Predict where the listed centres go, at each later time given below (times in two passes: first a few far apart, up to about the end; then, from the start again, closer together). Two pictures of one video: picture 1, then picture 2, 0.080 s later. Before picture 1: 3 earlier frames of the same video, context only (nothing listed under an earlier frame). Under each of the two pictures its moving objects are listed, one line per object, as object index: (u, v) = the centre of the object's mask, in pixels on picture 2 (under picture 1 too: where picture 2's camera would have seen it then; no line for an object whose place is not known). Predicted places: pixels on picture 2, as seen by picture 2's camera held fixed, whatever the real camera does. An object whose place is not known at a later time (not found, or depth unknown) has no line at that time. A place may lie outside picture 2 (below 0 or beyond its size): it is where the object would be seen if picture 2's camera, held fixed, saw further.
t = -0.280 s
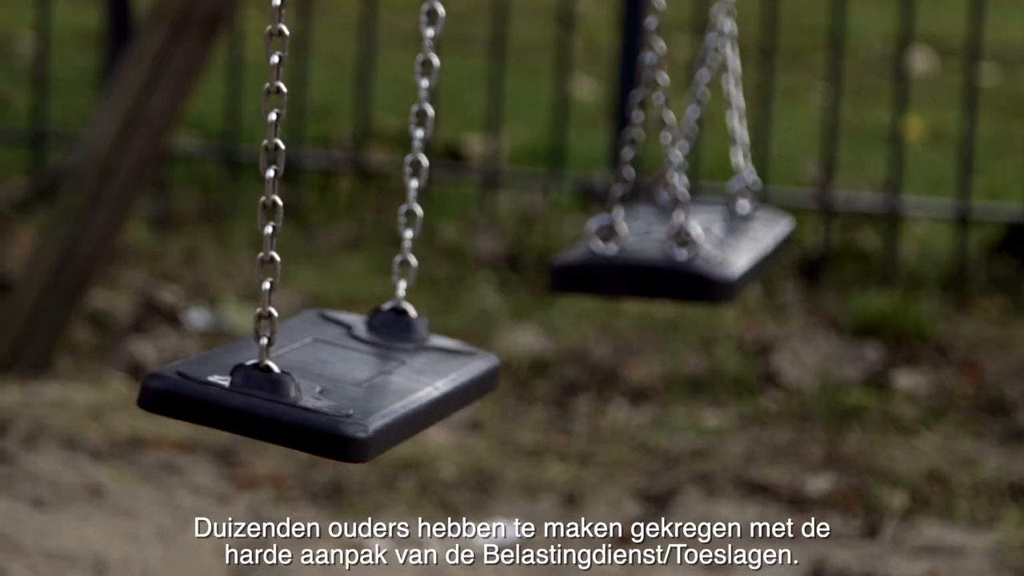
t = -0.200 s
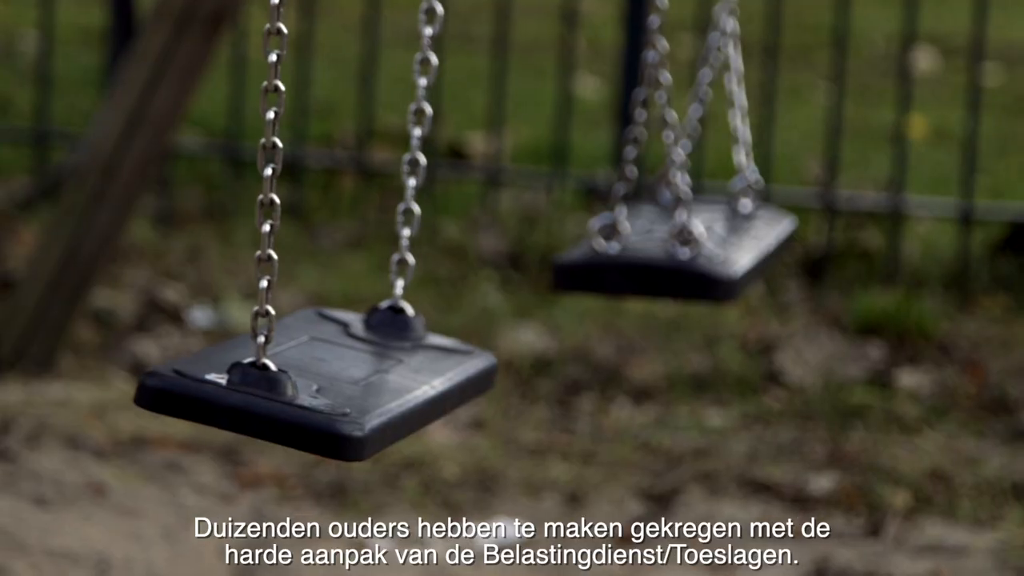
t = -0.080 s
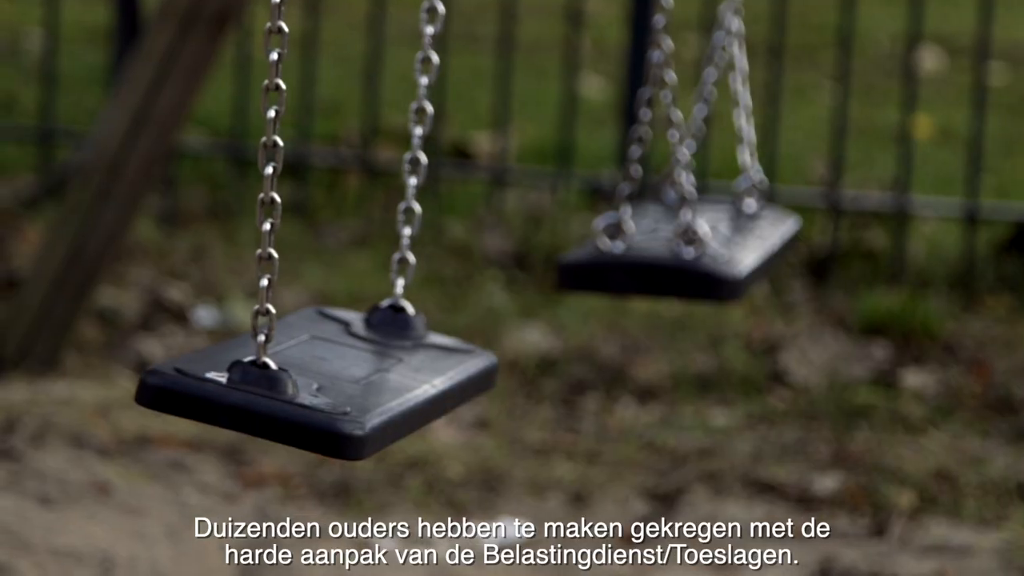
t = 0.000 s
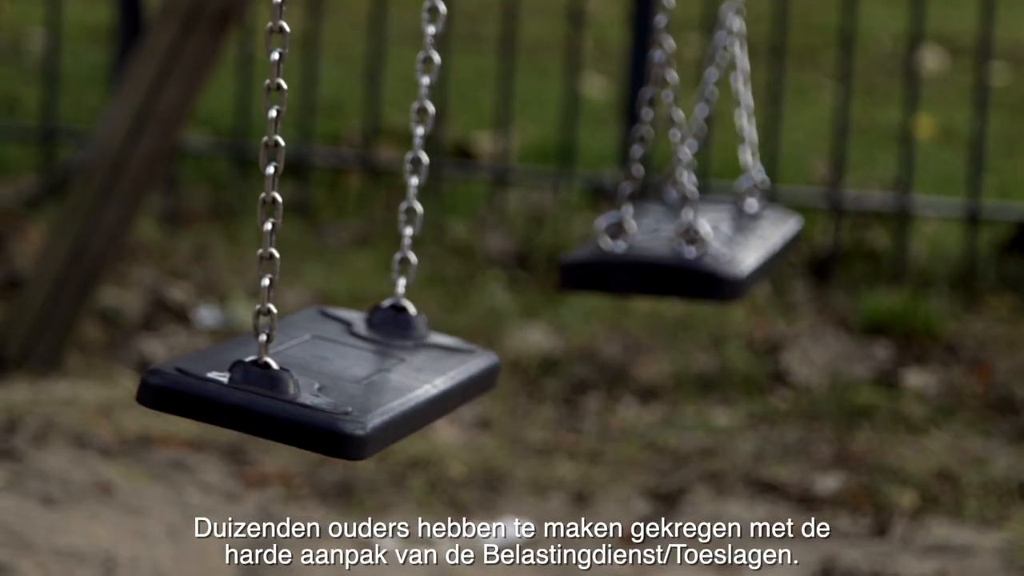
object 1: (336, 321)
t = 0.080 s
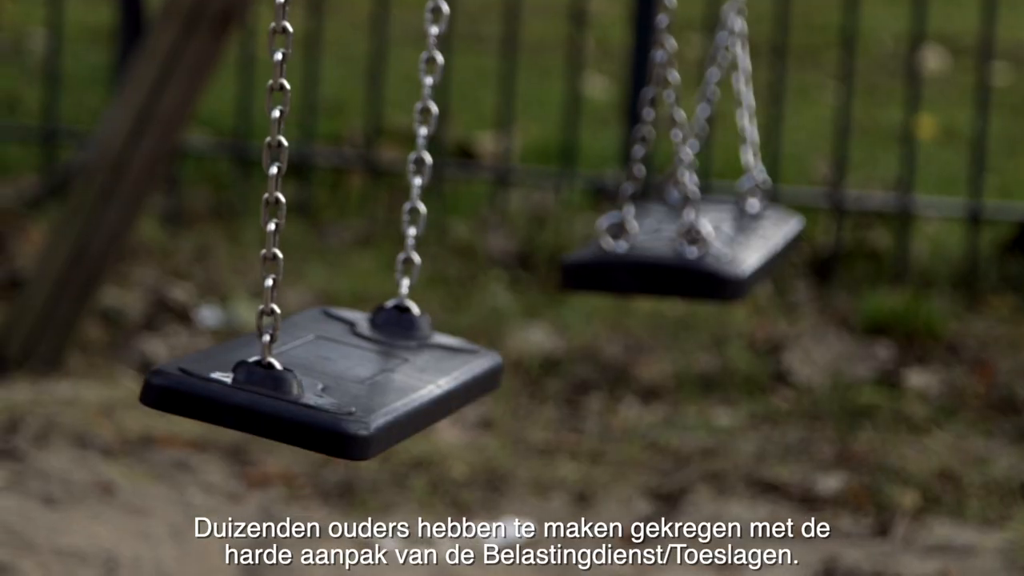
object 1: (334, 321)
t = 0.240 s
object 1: (344, 321)
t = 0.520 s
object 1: (373, 322)
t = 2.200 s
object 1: (339, 317)
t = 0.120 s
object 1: (335, 321)
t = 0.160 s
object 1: (338, 321)
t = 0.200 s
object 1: (341, 321)
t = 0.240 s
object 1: (344, 321)
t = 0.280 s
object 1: (347, 321)
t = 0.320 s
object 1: (351, 321)
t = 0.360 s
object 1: (355, 322)
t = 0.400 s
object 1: (359, 322)
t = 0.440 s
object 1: (363, 321)
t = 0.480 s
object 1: (368, 322)
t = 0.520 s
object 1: (373, 322)
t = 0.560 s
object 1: (378, 323)
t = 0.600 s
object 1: (382, 323)
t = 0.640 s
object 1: (387, 324)
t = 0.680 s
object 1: (391, 324)
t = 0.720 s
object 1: (397, 324)
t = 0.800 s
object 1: (407, 324)
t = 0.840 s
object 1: (411, 324)
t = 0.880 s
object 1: (415, 323)
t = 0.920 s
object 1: (419, 323)
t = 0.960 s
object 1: (422, 324)
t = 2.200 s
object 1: (339, 317)
